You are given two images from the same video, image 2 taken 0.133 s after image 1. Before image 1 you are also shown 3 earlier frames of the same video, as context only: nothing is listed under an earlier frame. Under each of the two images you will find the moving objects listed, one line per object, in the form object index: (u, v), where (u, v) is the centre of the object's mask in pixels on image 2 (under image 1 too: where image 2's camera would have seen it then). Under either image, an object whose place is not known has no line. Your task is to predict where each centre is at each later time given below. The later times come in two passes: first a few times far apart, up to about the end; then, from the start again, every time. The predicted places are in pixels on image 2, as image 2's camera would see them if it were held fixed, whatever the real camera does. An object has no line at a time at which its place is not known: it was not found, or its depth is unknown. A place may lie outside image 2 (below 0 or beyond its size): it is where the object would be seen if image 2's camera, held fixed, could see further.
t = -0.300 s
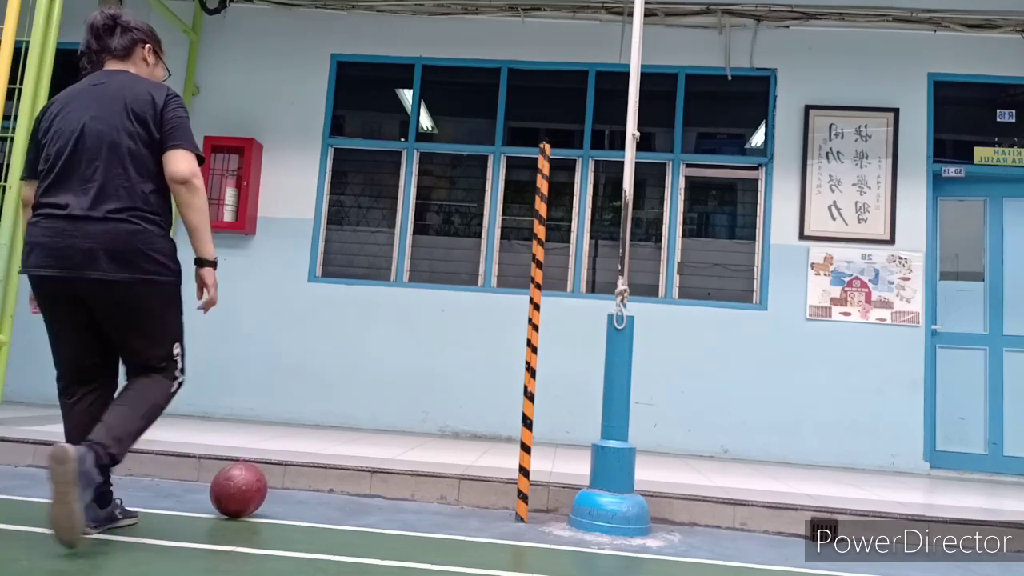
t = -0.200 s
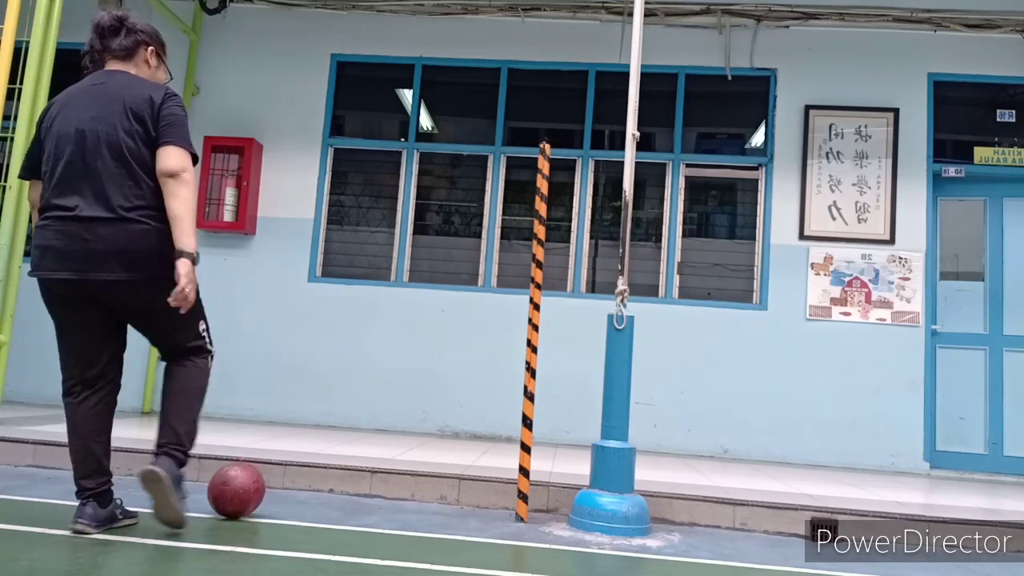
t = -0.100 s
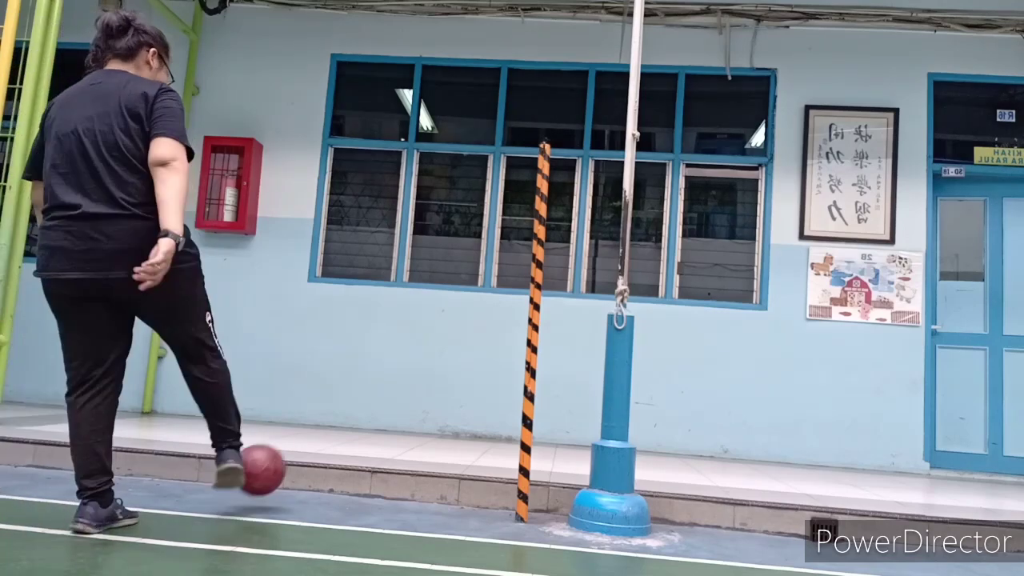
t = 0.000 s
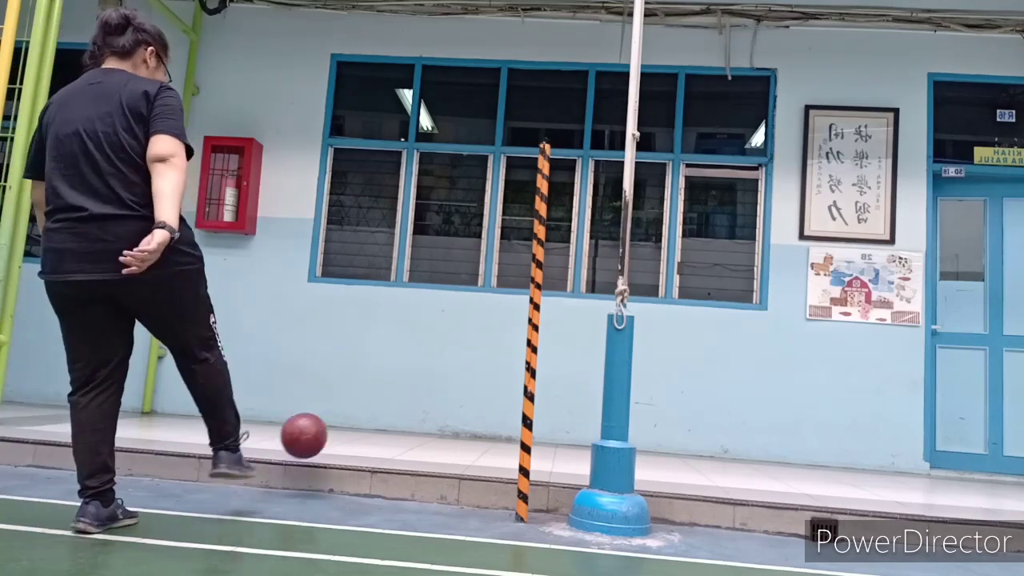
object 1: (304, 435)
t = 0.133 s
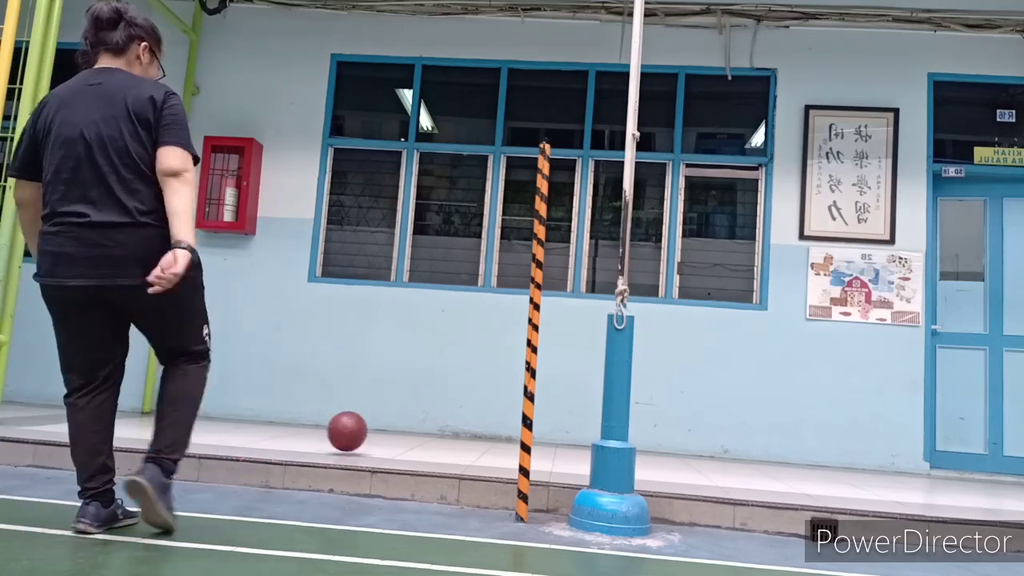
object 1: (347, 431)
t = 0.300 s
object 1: (384, 428)
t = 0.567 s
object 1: (424, 424)
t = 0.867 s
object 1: (444, 415)
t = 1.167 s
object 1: (436, 424)
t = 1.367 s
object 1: (434, 424)
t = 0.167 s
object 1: (356, 433)
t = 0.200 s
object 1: (364, 430)
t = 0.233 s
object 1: (371, 429)
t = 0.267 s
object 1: (378, 429)
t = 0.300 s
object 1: (384, 428)
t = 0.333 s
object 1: (390, 427)
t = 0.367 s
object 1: (395, 427)
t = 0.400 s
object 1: (400, 426)
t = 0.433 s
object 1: (405, 426)
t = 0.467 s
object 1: (410, 425)
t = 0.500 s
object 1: (415, 425)
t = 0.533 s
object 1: (419, 424)
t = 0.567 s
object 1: (424, 424)
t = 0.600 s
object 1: (428, 423)
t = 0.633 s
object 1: (432, 423)
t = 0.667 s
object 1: (436, 423)
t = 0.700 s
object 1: (440, 422)
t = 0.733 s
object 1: (444, 422)
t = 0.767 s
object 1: (447, 422)
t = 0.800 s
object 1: (447, 418)
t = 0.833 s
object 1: (446, 416)
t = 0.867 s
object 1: (444, 415)
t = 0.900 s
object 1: (443, 416)
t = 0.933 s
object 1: (441, 419)
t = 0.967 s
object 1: (440, 423)
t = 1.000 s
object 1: (439, 422)
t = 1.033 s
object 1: (439, 421)
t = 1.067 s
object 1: (438, 423)
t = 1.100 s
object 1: (437, 423)
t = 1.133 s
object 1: (437, 423)
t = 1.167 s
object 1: (436, 424)
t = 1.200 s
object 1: (436, 424)
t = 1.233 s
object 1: (435, 424)
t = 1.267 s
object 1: (435, 424)
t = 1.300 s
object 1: (434, 424)
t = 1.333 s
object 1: (434, 424)
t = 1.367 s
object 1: (434, 424)
